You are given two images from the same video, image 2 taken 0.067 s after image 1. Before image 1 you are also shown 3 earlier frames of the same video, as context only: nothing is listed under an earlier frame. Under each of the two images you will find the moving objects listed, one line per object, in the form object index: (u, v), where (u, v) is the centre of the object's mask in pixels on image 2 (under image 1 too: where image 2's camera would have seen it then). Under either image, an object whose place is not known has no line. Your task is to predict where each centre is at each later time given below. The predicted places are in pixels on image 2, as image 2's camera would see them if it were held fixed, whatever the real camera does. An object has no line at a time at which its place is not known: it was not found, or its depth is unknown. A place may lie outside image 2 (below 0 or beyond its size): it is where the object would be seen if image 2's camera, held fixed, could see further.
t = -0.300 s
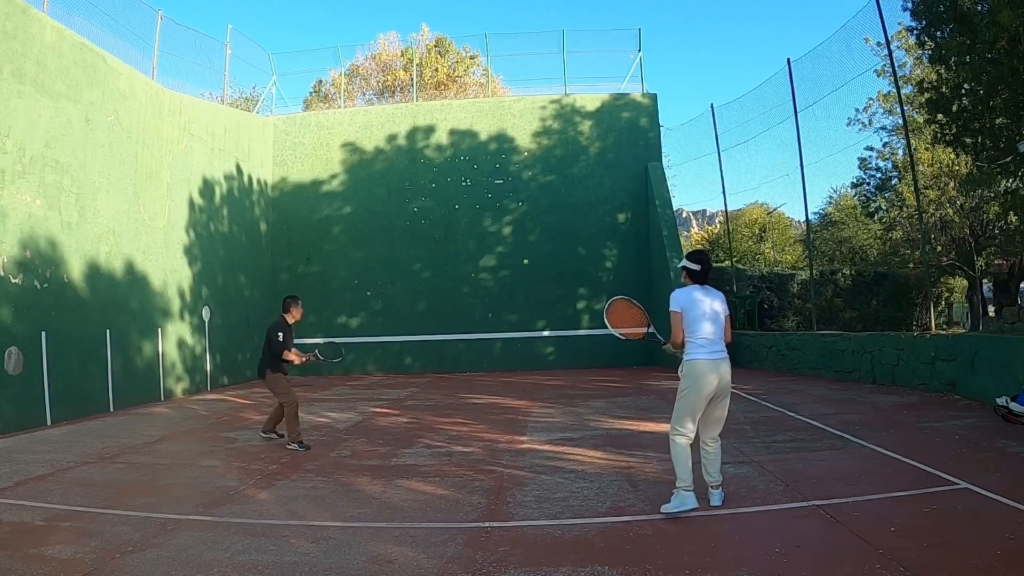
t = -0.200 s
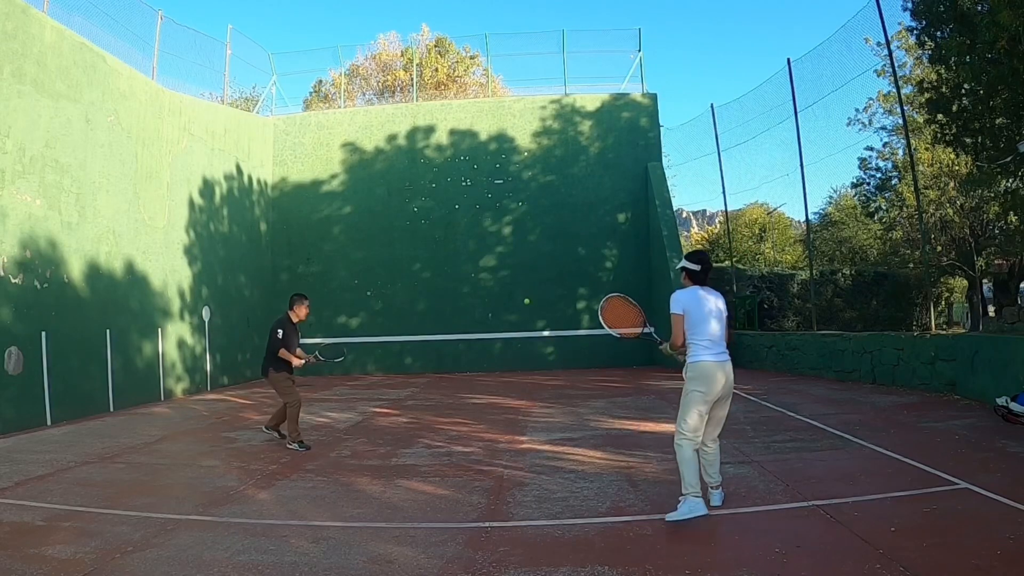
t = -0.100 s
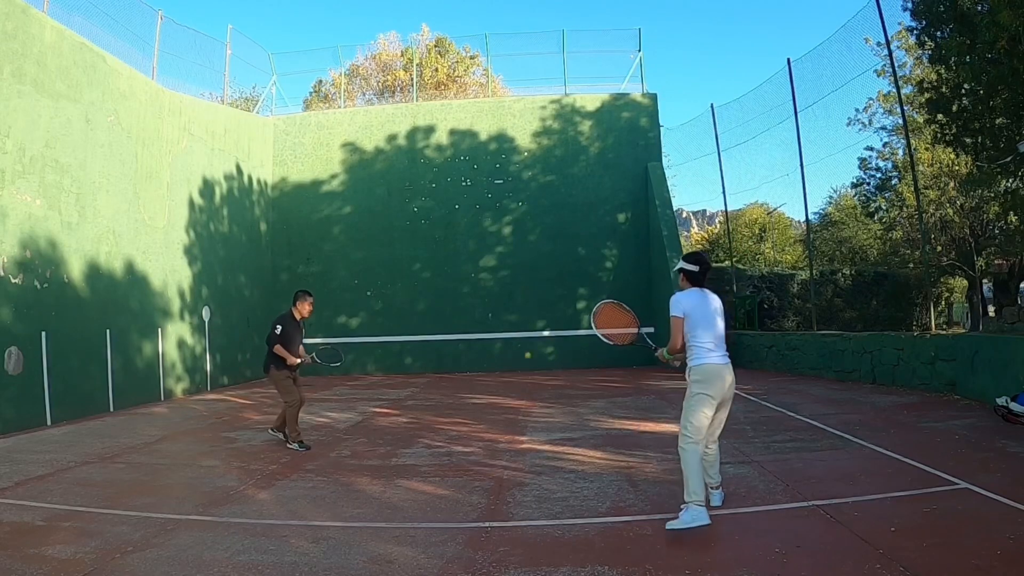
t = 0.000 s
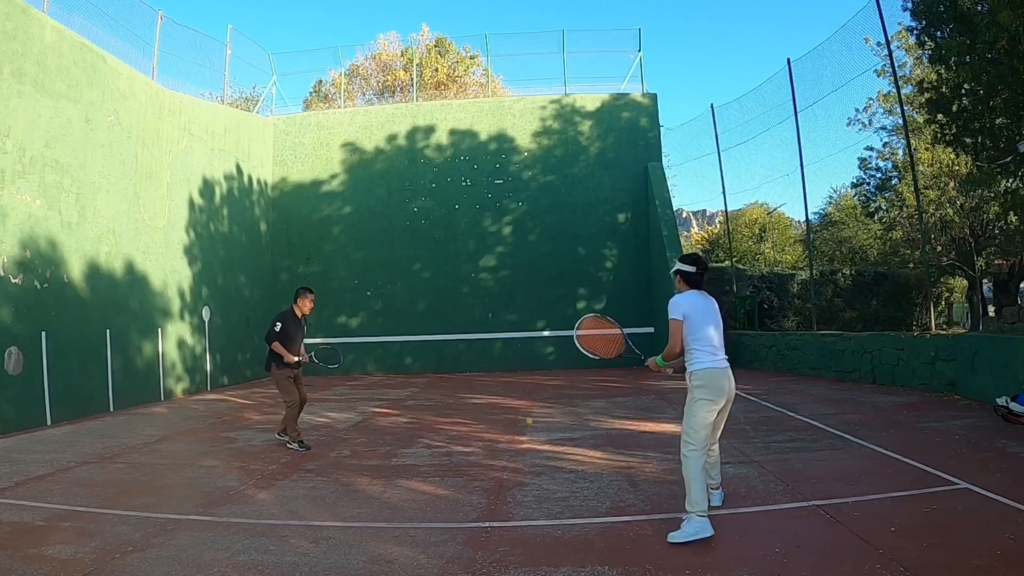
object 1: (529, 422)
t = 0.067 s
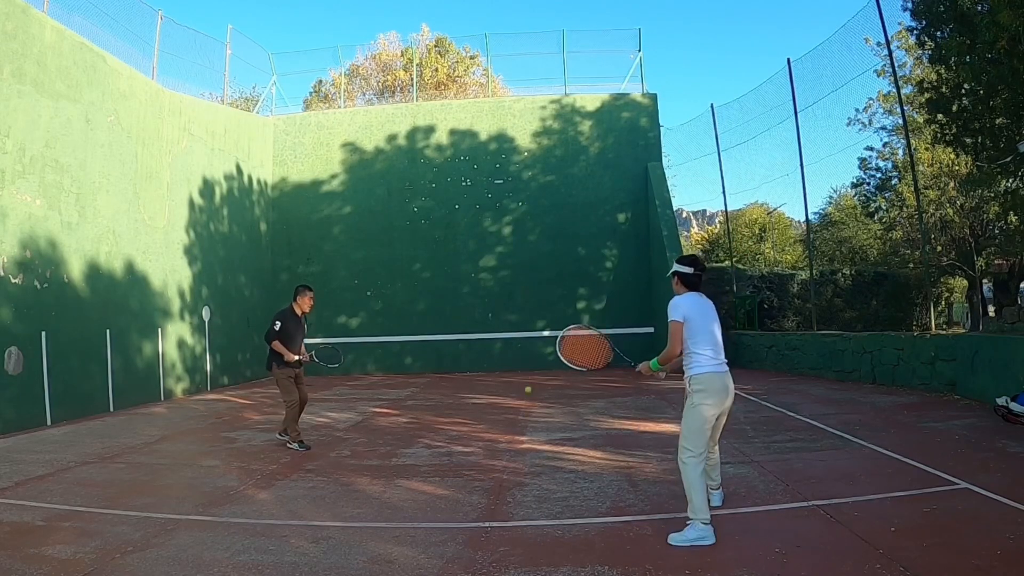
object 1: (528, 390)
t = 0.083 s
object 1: (528, 382)
